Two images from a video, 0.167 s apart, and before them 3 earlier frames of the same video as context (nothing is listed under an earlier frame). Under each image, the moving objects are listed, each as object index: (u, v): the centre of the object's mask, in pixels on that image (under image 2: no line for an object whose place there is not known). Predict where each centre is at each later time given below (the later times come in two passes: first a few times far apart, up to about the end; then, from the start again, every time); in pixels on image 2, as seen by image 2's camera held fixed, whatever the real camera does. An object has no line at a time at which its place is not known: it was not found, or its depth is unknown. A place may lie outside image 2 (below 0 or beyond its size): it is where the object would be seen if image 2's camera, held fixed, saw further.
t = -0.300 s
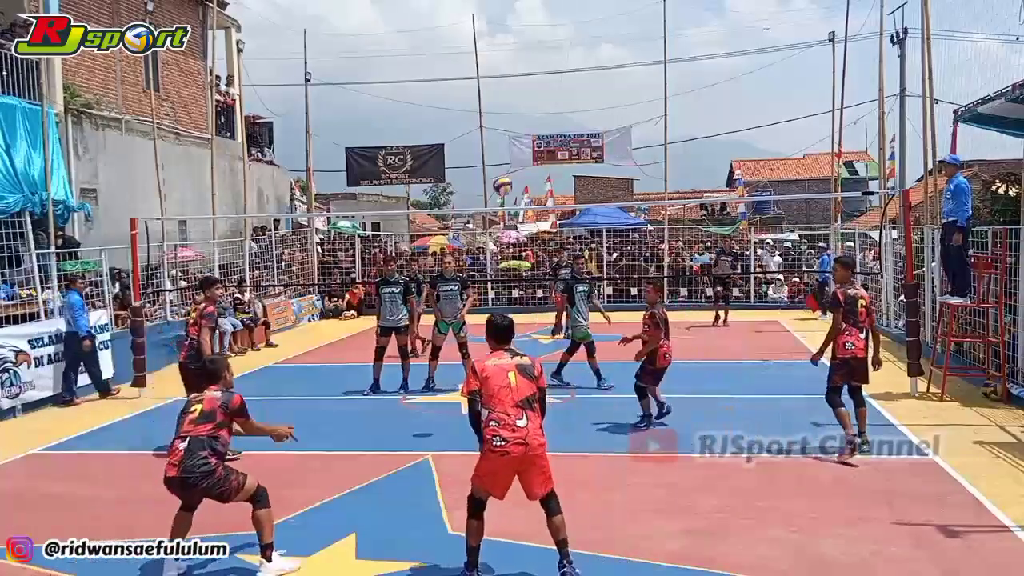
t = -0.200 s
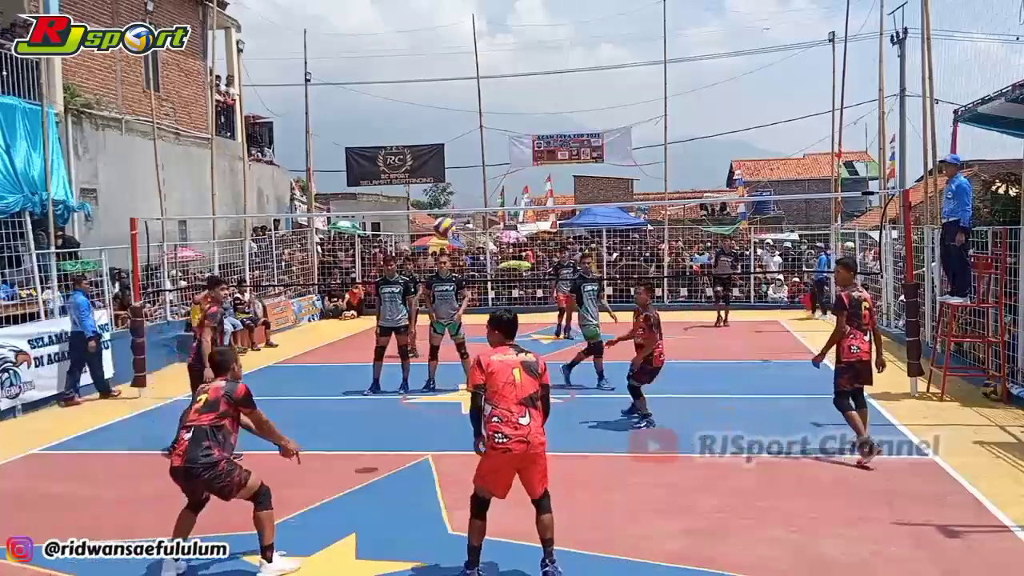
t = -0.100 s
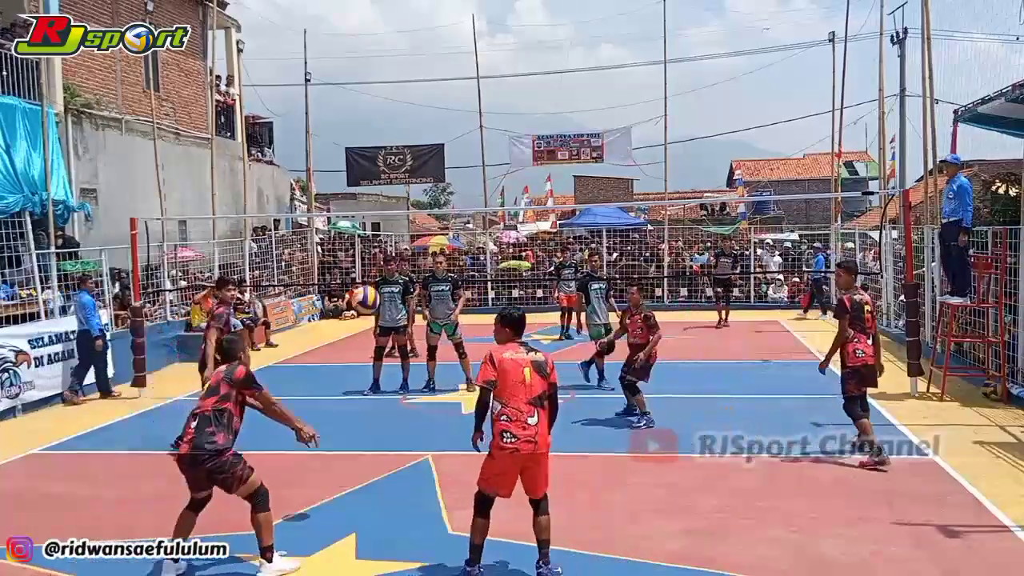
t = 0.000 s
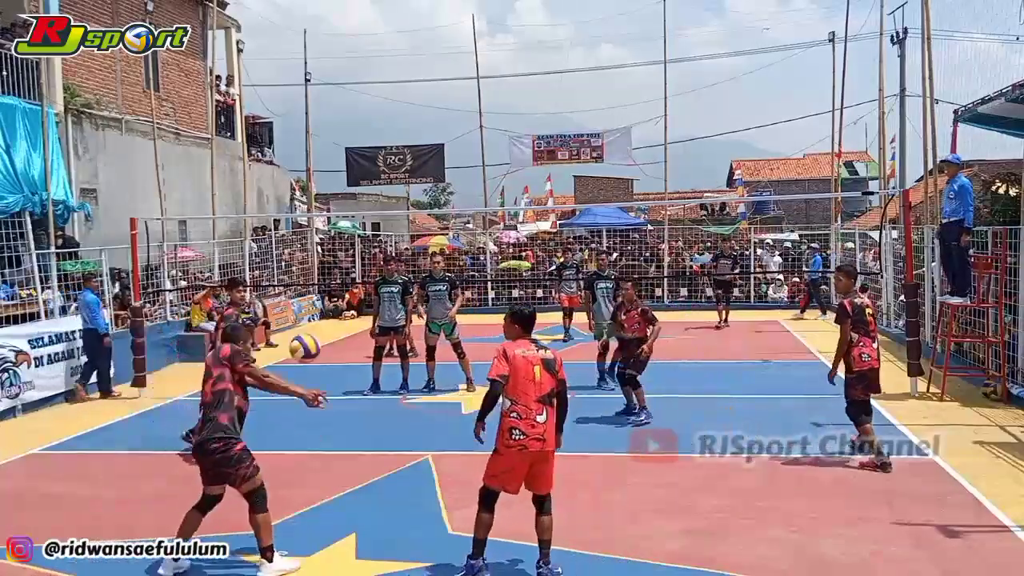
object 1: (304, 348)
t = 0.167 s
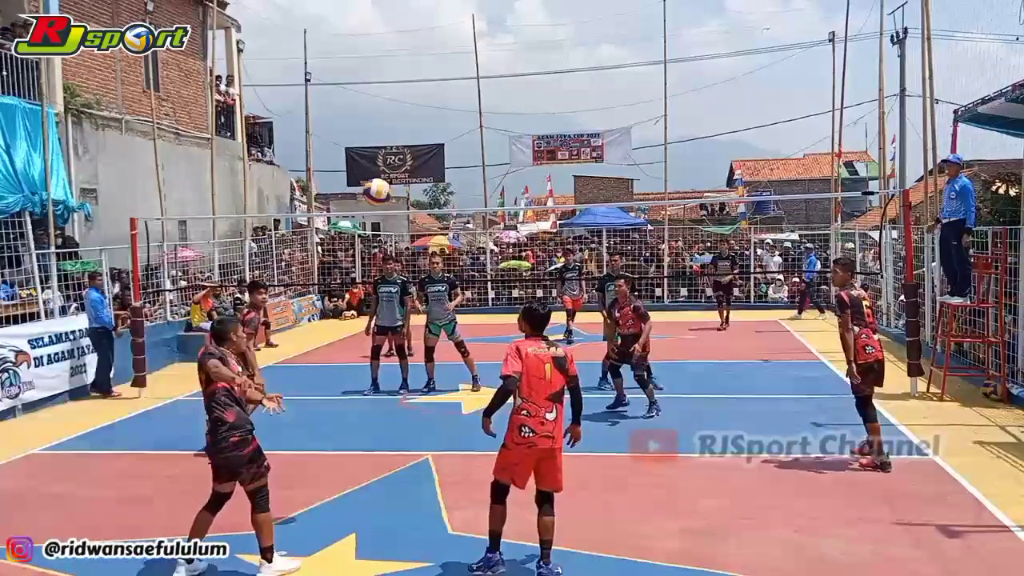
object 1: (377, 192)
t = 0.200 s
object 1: (390, 166)
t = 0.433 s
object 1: (472, 55)
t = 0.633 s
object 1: (531, 24)
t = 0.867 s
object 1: (590, 45)
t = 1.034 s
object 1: (624, 90)
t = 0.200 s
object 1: (390, 166)
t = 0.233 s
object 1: (402, 147)
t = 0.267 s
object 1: (415, 127)
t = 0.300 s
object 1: (427, 108)
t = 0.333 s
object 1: (438, 92)
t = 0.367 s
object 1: (449, 78)
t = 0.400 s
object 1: (461, 66)
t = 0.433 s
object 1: (472, 55)
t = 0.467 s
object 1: (482, 47)
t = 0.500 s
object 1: (493, 39)
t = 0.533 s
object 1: (503, 32)
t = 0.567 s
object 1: (512, 28)
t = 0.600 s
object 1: (522, 25)
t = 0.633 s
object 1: (531, 24)
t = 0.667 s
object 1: (540, 23)
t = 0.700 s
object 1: (550, 24)
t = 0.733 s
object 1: (558, 25)
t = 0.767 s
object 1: (566, 29)
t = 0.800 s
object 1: (574, 34)
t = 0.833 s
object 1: (582, 39)
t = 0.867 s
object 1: (590, 45)
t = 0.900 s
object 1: (597, 52)
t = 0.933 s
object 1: (604, 61)
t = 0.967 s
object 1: (611, 70)
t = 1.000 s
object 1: (618, 79)
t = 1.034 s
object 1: (624, 90)
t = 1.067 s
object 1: (631, 102)
